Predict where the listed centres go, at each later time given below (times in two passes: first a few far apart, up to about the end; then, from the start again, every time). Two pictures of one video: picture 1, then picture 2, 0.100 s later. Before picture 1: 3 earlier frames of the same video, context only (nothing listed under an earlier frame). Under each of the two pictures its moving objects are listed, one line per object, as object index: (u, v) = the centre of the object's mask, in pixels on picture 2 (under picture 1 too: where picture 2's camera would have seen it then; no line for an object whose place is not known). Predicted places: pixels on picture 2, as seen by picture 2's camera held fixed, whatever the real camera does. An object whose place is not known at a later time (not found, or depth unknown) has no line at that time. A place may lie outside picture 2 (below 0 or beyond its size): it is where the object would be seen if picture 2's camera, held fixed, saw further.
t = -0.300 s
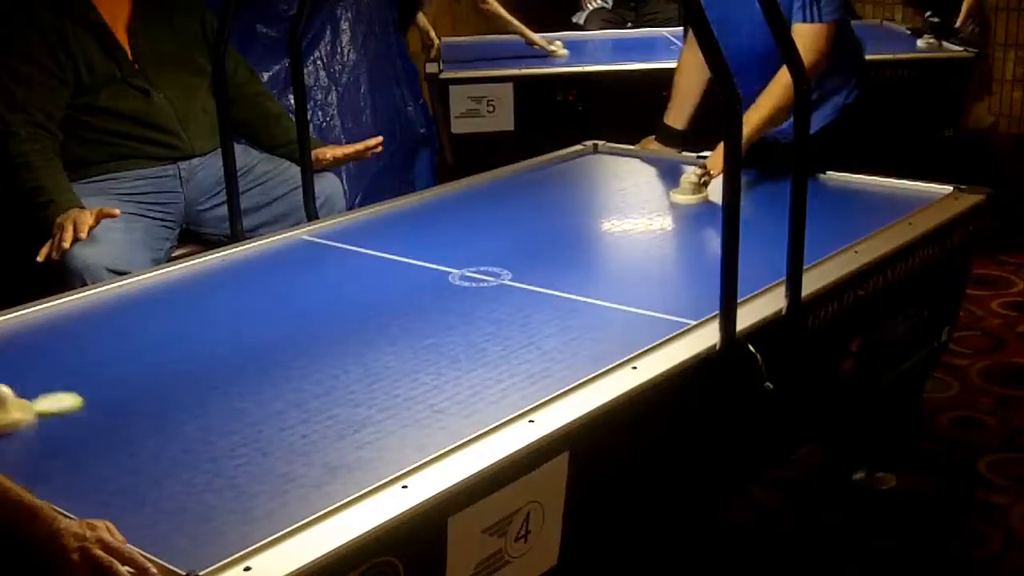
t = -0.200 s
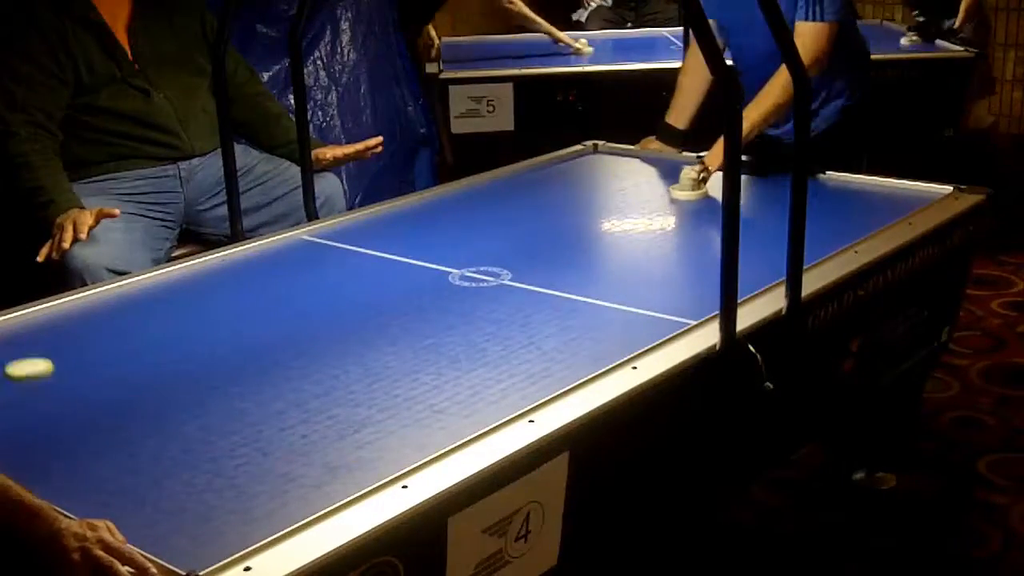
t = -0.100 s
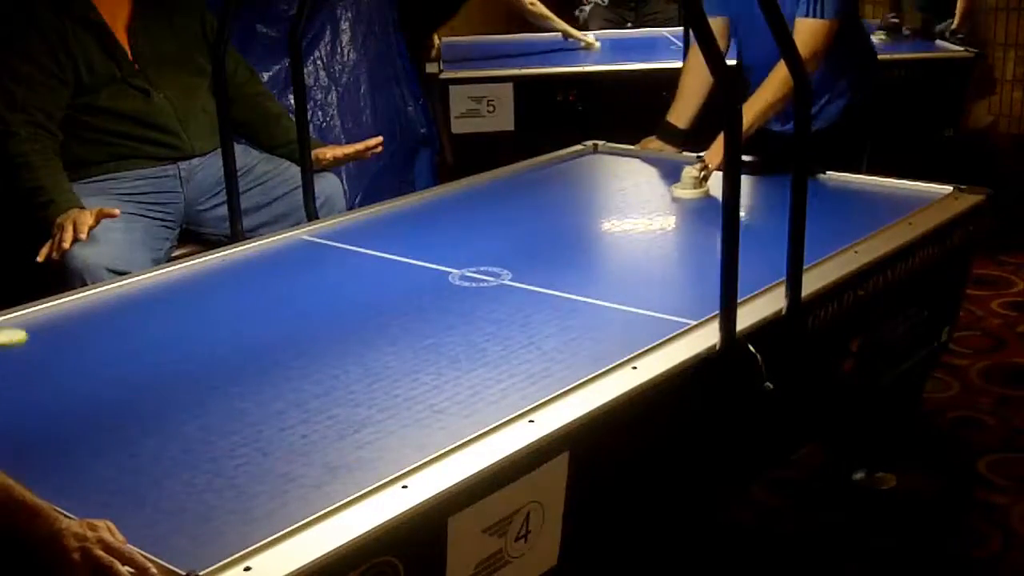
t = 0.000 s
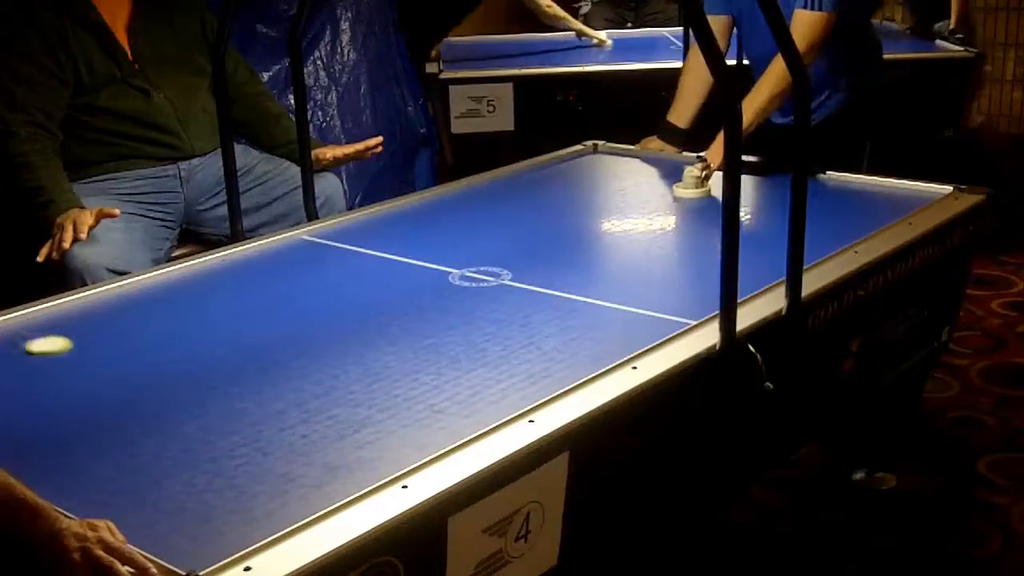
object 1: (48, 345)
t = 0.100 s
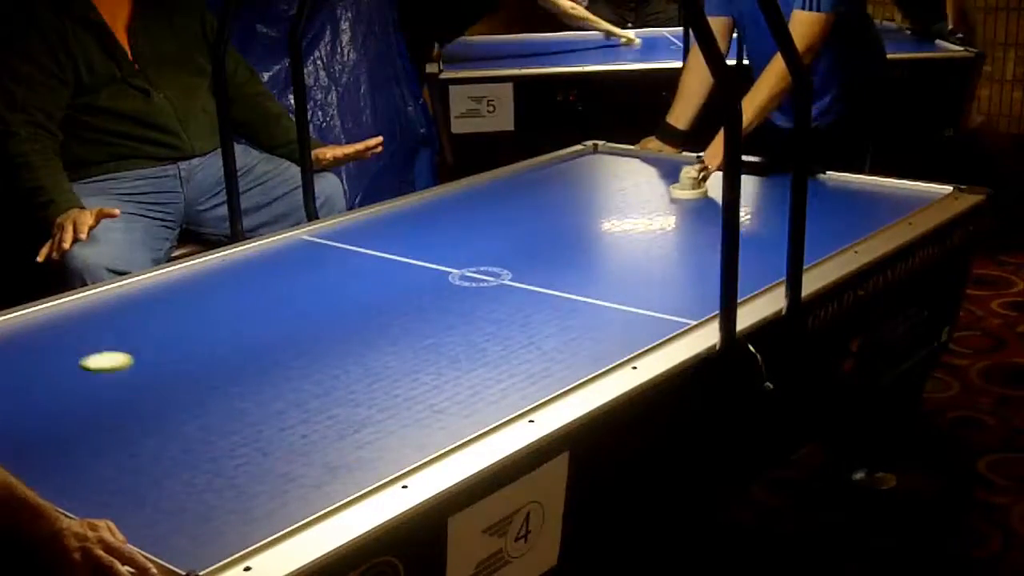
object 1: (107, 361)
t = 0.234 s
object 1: (193, 384)
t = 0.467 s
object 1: (369, 430)
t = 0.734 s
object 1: (309, 409)
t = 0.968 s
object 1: (179, 370)
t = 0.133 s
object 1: (127, 367)
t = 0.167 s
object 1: (148, 372)
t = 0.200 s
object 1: (170, 378)
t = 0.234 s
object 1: (193, 384)
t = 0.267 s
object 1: (216, 390)
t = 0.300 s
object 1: (240, 396)
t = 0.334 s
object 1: (265, 402)
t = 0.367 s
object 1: (290, 409)
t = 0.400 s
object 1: (315, 416)
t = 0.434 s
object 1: (342, 422)
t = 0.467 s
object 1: (369, 430)
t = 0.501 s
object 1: (397, 437)
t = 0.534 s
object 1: (423, 443)
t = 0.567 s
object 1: (417, 441)
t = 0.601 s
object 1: (394, 435)
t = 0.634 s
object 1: (372, 428)
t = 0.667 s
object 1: (350, 421)
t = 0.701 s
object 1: (329, 415)
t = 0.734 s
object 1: (309, 409)
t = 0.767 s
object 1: (289, 403)
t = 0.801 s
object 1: (270, 397)
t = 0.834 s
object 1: (251, 391)
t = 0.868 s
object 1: (232, 386)
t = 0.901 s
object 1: (214, 380)
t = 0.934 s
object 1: (196, 375)
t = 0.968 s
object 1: (179, 370)
